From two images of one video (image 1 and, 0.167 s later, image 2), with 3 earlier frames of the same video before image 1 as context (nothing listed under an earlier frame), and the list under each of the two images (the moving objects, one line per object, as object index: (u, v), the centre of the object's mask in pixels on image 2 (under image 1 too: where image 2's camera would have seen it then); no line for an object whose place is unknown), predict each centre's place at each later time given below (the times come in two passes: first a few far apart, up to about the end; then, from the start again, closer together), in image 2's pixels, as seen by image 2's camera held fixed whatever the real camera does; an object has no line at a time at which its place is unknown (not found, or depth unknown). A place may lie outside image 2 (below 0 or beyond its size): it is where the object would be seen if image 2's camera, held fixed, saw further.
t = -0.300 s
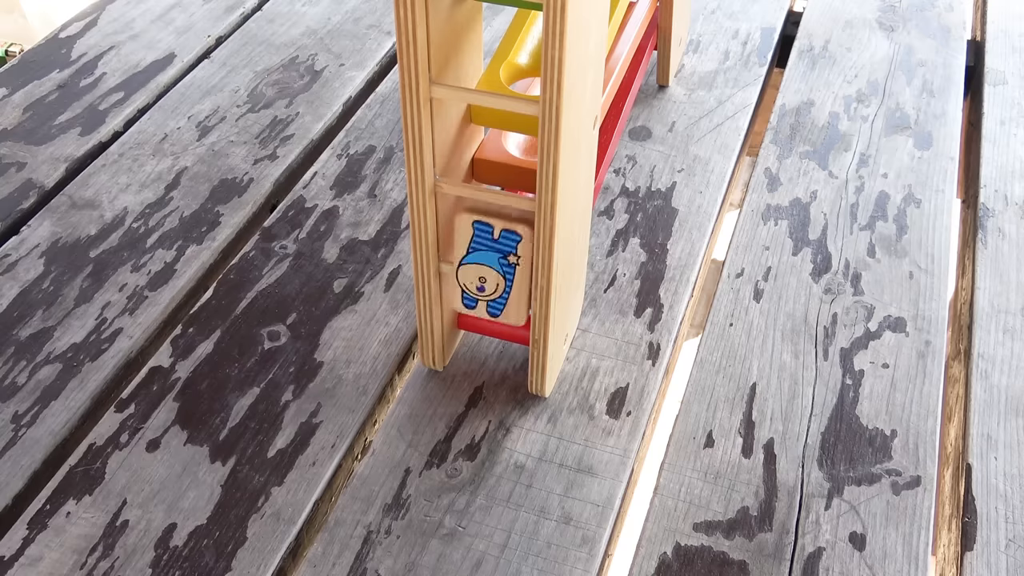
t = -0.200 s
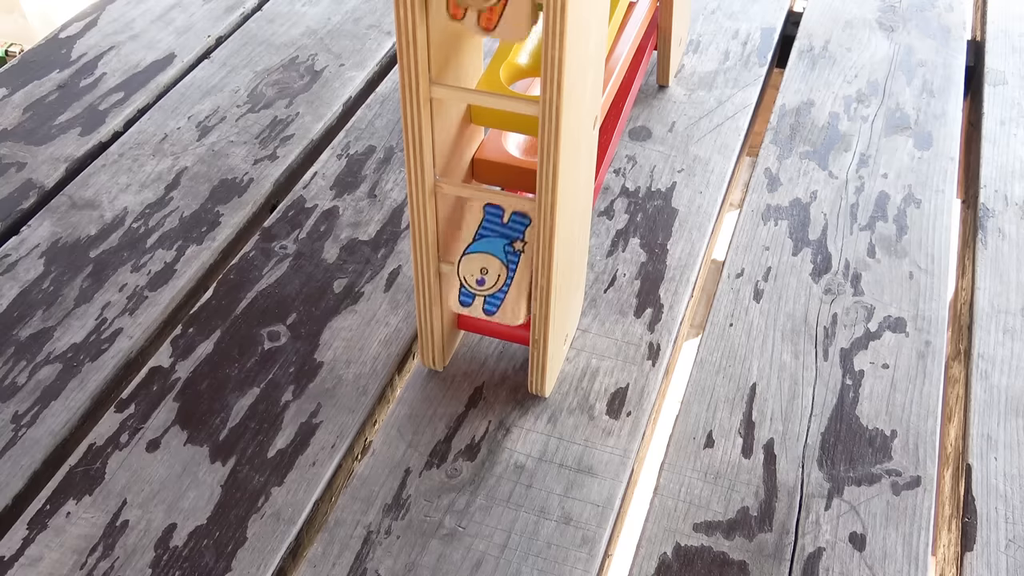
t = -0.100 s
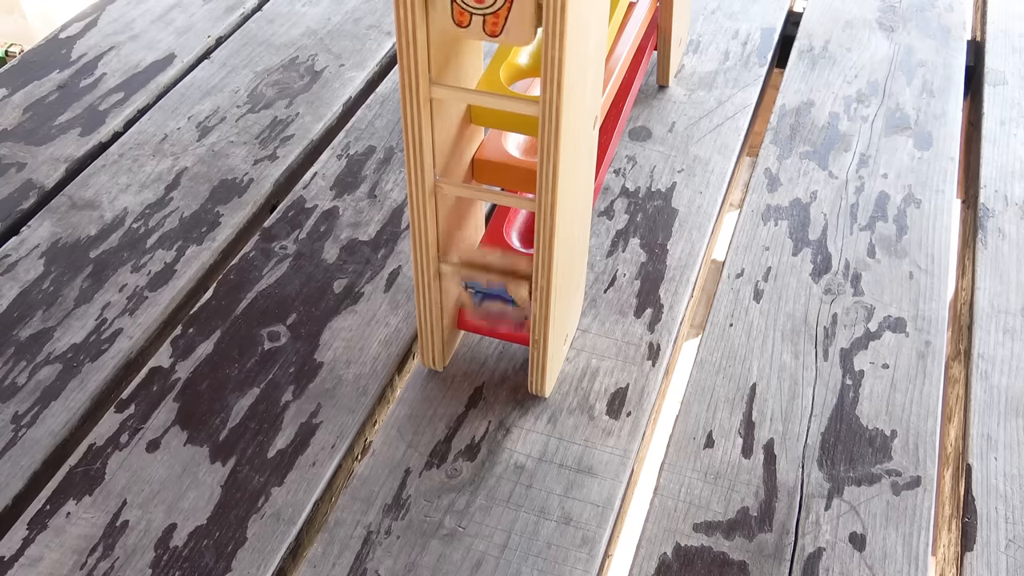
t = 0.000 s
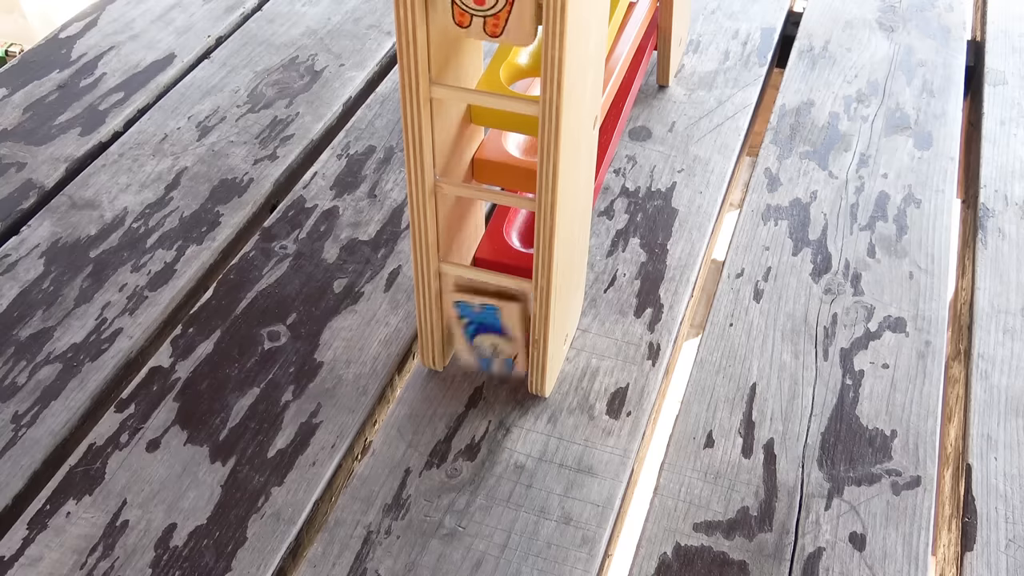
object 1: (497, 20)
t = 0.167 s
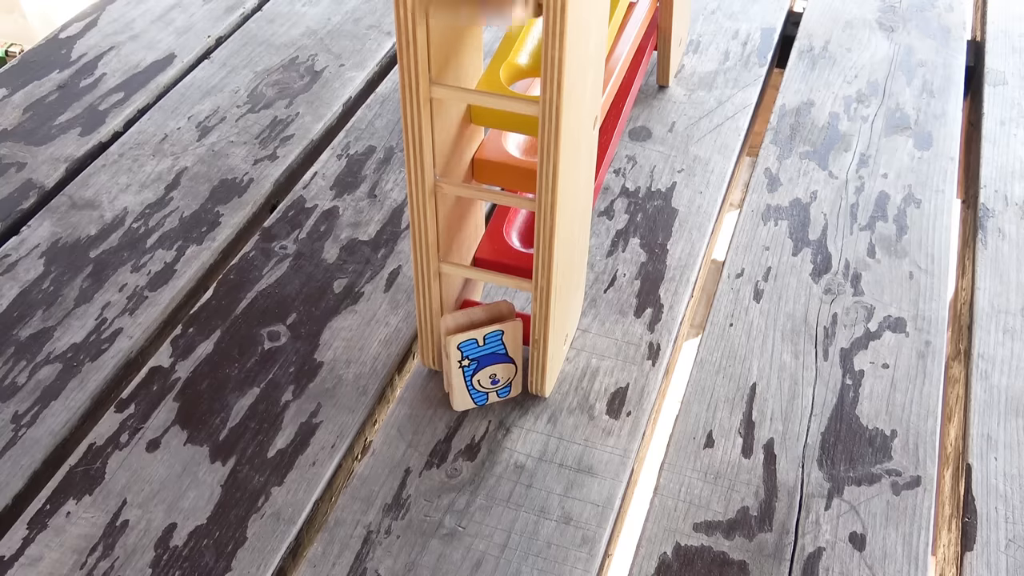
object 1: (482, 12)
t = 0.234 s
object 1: (485, 48)
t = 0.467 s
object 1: (485, 72)
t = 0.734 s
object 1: (483, 130)
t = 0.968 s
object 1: (491, 235)
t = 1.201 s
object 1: (495, 260)
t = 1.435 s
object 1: (492, 299)
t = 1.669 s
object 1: (479, 348)
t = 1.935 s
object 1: (478, 350)
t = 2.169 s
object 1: (478, 350)
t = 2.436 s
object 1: (478, 350)
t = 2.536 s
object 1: (478, 350)
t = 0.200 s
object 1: (474, 36)
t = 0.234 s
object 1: (485, 48)
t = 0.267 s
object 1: (484, 49)
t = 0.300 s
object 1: (487, 48)
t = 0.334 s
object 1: (488, 55)
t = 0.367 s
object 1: (488, 63)
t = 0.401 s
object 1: (492, 72)
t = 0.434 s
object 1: (490, 69)
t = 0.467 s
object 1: (485, 72)
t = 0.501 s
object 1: (484, 76)
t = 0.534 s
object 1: (482, 80)
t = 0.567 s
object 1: (478, 84)
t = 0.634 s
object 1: (475, 120)
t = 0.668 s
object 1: (480, 124)
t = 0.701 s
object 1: (483, 124)
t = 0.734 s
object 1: (483, 130)
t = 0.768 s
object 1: (485, 162)
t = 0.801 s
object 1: (489, 175)
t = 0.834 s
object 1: (489, 185)
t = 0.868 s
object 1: (484, 197)
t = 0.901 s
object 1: (484, 216)
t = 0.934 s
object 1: (487, 226)
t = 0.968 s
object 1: (491, 235)
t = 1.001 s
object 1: (493, 236)
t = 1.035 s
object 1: (492, 245)
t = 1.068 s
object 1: (489, 255)
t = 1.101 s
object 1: (486, 263)
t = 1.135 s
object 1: (483, 257)
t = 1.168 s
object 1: (490, 260)
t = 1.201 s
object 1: (495, 260)
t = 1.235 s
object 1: (494, 261)
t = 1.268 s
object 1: (496, 259)
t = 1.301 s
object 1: (497, 258)
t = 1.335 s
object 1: (500, 260)
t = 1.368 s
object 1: (504, 253)
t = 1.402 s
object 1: (494, 276)
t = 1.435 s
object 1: (492, 299)
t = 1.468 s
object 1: (490, 298)
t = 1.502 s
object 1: (495, 310)
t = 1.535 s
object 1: (492, 319)
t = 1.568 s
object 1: (480, 339)
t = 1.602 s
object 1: (475, 347)
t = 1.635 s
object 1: (481, 348)
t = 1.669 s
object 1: (479, 348)
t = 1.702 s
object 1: (477, 348)
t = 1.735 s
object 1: (478, 350)
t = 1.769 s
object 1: (478, 350)
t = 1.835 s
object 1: (478, 350)
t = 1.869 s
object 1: (478, 350)
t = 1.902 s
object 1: (478, 350)
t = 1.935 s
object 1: (478, 350)
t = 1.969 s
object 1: (478, 350)
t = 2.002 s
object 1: (478, 350)
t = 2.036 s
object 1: (478, 350)
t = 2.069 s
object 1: (478, 350)
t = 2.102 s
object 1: (478, 350)
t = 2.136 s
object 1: (478, 350)
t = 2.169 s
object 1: (478, 350)
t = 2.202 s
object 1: (478, 350)
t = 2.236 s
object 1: (478, 350)
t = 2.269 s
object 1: (478, 350)
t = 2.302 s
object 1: (478, 350)
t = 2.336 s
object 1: (478, 350)
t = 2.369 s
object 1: (478, 350)
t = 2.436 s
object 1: (478, 350)
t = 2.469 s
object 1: (478, 350)
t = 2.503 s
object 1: (478, 350)
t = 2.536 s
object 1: (478, 350)
